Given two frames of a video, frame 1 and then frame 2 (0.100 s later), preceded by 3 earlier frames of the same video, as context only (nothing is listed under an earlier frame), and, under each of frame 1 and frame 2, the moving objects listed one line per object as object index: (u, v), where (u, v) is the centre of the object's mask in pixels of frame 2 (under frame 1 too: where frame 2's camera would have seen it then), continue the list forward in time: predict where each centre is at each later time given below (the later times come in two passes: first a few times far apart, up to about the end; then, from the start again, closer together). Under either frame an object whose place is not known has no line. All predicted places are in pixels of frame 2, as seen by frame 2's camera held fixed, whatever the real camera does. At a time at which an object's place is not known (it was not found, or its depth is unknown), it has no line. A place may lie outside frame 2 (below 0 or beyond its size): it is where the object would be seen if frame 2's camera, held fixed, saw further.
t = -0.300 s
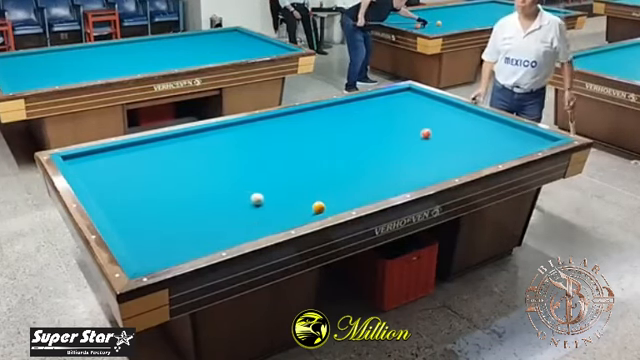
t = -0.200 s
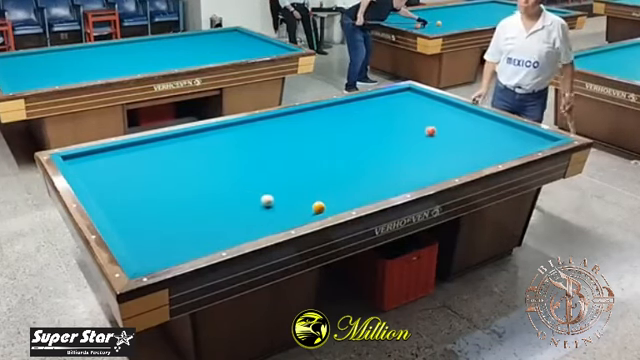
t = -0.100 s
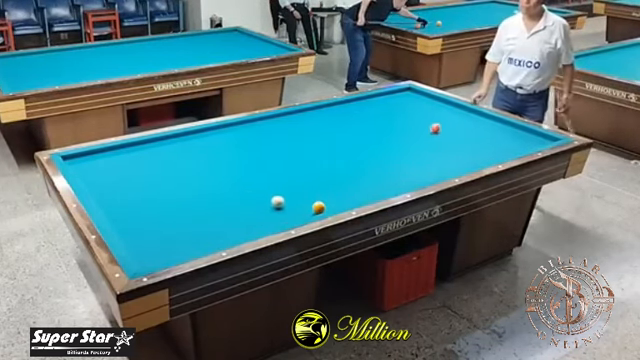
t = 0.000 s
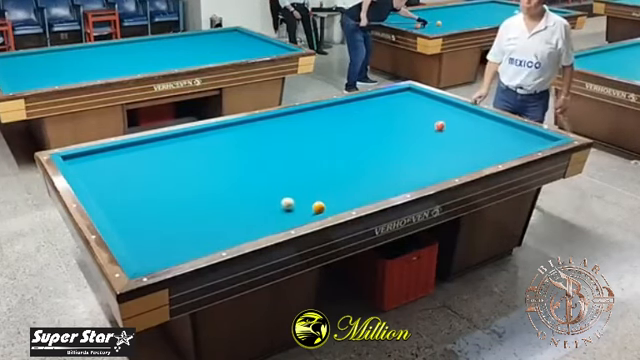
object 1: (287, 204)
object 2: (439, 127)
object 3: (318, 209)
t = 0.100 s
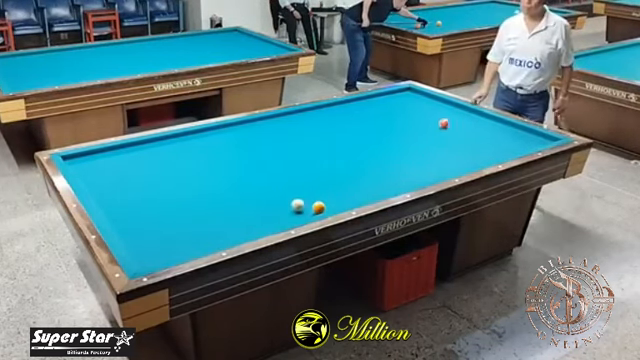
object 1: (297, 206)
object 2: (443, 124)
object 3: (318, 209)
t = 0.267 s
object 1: (307, 207)
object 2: (450, 120)
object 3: (325, 207)
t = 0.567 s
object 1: (315, 209)
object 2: (462, 113)
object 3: (331, 204)
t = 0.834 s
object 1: (321, 209)
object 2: (463, 109)
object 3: (334, 200)
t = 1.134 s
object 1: (325, 207)
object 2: (447, 109)
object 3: (336, 195)
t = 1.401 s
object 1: (327, 206)
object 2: (433, 109)
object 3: (338, 191)
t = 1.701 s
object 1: (330, 204)
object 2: (417, 108)
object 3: (340, 188)
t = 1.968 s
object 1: (332, 203)
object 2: (405, 109)
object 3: (342, 185)
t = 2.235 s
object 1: (333, 203)
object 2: (392, 108)
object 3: (343, 182)
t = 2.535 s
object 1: (334, 201)
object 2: (380, 108)
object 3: (345, 179)
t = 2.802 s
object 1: (335, 200)
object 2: (369, 108)
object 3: (346, 177)
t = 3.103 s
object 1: (336, 200)
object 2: (357, 107)
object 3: (347, 175)
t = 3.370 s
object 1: (336, 200)
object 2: (347, 107)
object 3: (348, 173)
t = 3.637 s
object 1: (336, 199)
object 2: (337, 107)
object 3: (349, 172)
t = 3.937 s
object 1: (335, 199)
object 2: (327, 106)
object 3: (349, 170)
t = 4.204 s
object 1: (335, 199)
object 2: (322, 107)
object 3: (350, 169)
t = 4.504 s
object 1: (336, 199)
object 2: (319, 109)
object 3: (351, 169)
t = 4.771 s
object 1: (335, 199)
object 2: (317, 110)
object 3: (351, 168)
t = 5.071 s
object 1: (335, 199)
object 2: (315, 111)
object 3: (351, 168)
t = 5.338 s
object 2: (313, 112)
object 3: (351, 168)
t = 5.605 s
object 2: (312, 114)
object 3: (352, 169)
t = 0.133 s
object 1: (300, 206)
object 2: (444, 123)
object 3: (318, 207)
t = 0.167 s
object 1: (304, 207)
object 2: (446, 122)
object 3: (318, 207)
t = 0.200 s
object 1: (306, 207)
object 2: (448, 121)
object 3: (320, 207)
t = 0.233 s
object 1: (306, 207)
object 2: (449, 121)
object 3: (322, 207)
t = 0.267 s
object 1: (307, 207)
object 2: (450, 120)
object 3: (325, 207)
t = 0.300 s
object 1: (308, 208)
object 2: (452, 119)
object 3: (327, 207)
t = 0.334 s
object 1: (309, 208)
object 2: (453, 118)
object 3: (329, 206)
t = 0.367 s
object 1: (310, 208)
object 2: (454, 117)
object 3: (329, 206)
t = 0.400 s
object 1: (311, 208)
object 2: (456, 117)
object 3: (329, 206)
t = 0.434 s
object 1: (312, 208)
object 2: (457, 116)
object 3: (330, 205)
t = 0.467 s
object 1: (312, 208)
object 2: (458, 115)
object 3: (330, 205)
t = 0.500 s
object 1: (313, 208)
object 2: (459, 115)
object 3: (331, 204)
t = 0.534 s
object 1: (314, 208)
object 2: (461, 114)
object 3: (331, 204)
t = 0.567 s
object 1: (315, 209)
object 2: (462, 113)
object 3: (331, 204)
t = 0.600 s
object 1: (316, 209)
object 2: (463, 112)
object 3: (331, 203)
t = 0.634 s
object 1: (316, 208)
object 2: (465, 111)
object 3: (332, 203)
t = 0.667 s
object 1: (317, 209)
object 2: (467, 111)
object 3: (332, 202)
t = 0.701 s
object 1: (318, 209)
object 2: (467, 110)
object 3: (332, 202)
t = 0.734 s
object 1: (319, 209)
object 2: (468, 109)
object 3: (333, 202)
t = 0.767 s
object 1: (320, 209)
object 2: (467, 110)
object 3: (333, 201)
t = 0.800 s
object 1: (320, 209)
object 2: (465, 109)
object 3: (333, 201)
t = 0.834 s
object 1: (321, 209)
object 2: (463, 109)
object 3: (334, 200)
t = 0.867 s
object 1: (322, 209)
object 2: (461, 109)
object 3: (334, 200)
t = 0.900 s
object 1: (322, 209)
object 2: (459, 109)
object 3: (334, 199)
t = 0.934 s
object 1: (323, 208)
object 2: (457, 109)
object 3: (335, 198)
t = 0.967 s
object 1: (323, 208)
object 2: (455, 109)
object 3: (335, 198)
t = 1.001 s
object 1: (323, 208)
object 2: (454, 109)
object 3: (335, 197)
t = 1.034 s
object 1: (324, 208)
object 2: (452, 109)
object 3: (336, 197)
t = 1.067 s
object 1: (325, 208)
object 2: (450, 109)
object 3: (336, 196)
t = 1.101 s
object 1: (325, 208)
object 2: (449, 109)
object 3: (336, 196)
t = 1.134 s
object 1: (325, 207)
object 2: (447, 109)
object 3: (336, 195)
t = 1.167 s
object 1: (325, 207)
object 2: (445, 109)
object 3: (337, 194)
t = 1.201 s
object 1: (326, 207)
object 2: (443, 109)
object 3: (337, 194)
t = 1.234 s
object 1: (326, 207)
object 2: (441, 109)
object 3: (337, 194)
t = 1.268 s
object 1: (327, 206)
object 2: (440, 109)
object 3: (337, 193)
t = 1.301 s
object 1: (327, 206)
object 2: (438, 109)
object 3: (338, 193)
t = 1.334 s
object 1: (327, 206)
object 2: (436, 109)
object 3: (338, 192)
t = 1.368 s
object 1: (327, 206)
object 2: (434, 109)
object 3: (338, 192)
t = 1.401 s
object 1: (327, 206)
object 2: (433, 109)
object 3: (338, 191)
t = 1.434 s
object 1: (328, 205)
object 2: (431, 108)
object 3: (339, 191)
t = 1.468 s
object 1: (328, 205)
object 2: (429, 109)
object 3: (339, 190)
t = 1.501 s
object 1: (329, 205)
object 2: (427, 109)
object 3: (339, 190)
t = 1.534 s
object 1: (329, 205)
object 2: (426, 109)
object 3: (339, 190)
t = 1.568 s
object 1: (329, 205)
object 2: (424, 109)
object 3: (339, 189)
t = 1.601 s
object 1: (329, 205)
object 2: (423, 109)
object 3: (340, 189)
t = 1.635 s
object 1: (330, 205)
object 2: (421, 109)
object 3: (340, 188)
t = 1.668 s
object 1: (330, 205)
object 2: (419, 109)
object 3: (340, 188)
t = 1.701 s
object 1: (330, 204)
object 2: (417, 108)
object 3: (340, 188)
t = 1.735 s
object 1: (330, 204)
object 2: (416, 108)
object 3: (340, 187)
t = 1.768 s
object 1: (330, 204)
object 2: (414, 108)
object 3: (341, 187)
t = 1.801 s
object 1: (330, 204)
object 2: (412, 108)
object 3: (341, 187)
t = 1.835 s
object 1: (331, 204)
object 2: (411, 108)
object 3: (341, 186)
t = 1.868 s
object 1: (331, 204)
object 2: (410, 109)
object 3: (341, 186)
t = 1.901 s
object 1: (331, 204)
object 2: (408, 108)
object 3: (342, 185)
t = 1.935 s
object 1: (331, 203)
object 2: (407, 108)
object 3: (342, 185)
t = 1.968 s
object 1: (332, 203)
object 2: (405, 109)
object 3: (342, 185)
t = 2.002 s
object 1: (332, 203)
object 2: (403, 108)
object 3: (342, 184)
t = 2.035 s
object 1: (332, 203)
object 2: (402, 108)
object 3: (342, 184)
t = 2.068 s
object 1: (332, 203)
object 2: (400, 108)
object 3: (342, 183)
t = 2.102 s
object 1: (332, 203)
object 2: (399, 108)
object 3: (343, 183)
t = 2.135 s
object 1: (332, 203)
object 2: (397, 108)
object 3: (343, 183)
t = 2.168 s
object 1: (332, 203)
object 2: (396, 108)
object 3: (343, 183)
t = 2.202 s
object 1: (333, 202)
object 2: (394, 108)
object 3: (343, 182)
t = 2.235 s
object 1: (333, 203)
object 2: (392, 108)
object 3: (343, 182)
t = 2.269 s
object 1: (333, 202)
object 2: (391, 108)
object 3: (344, 182)
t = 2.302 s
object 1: (333, 202)
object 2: (390, 108)
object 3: (344, 181)
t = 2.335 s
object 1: (333, 202)
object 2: (388, 108)
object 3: (344, 181)
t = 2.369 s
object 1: (333, 202)
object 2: (387, 108)
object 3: (344, 181)
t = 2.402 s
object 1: (334, 201)
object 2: (385, 108)
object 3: (344, 180)
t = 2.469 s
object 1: (334, 201)
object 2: (382, 108)
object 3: (345, 180)
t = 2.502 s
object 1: (334, 201)
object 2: (381, 108)
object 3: (345, 179)
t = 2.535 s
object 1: (334, 201)
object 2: (380, 108)
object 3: (345, 179)
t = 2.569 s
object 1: (335, 201)
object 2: (379, 108)
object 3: (345, 179)
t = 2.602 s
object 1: (334, 201)
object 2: (377, 108)
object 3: (345, 178)
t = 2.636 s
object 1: (335, 201)
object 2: (375, 108)
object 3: (345, 178)
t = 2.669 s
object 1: (335, 201)
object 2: (374, 108)
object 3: (345, 178)
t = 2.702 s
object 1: (335, 201)
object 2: (373, 108)
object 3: (346, 177)
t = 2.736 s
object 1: (335, 200)
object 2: (371, 108)
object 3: (346, 177)
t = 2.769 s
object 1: (335, 200)
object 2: (370, 108)
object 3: (346, 177)
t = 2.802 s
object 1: (335, 200)
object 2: (369, 108)
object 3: (346, 177)
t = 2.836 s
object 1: (335, 200)
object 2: (367, 108)
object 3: (346, 177)
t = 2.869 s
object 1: (335, 200)
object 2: (366, 108)
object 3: (346, 176)
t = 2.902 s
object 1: (335, 200)
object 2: (364, 108)
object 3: (346, 176)
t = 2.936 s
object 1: (335, 200)
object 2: (363, 107)
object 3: (346, 176)
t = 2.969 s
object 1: (336, 200)
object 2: (362, 108)
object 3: (346, 176)
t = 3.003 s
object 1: (335, 200)
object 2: (360, 107)
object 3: (346, 175)
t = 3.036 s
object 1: (335, 200)
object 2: (359, 107)
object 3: (346, 175)
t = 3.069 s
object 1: (336, 200)
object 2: (358, 107)
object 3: (347, 175)
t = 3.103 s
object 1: (336, 200)
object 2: (357, 107)
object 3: (347, 175)
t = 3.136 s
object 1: (336, 200)
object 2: (356, 108)
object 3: (347, 175)
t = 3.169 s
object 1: (336, 200)
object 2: (354, 107)
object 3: (347, 174)
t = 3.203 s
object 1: (336, 200)
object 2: (353, 107)
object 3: (347, 174)
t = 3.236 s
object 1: (335, 200)
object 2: (351, 107)
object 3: (347, 174)
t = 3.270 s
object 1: (336, 200)
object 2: (350, 107)
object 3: (347, 174)
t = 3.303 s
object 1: (336, 200)
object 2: (349, 107)
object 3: (348, 174)
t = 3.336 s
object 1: (336, 200)
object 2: (348, 107)
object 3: (348, 173)
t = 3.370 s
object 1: (336, 200)
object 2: (347, 107)
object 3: (348, 173)
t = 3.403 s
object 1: (336, 200)
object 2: (345, 107)
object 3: (348, 173)
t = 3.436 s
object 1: (336, 200)
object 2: (344, 107)
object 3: (348, 173)
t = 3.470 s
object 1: (336, 199)
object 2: (343, 107)
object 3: (348, 173)
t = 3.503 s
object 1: (336, 199)
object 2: (342, 107)
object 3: (348, 172)
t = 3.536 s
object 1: (336, 199)
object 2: (341, 106)
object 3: (348, 172)
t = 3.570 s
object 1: (336, 199)
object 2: (339, 107)
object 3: (348, 172)
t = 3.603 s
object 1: (336, 199)
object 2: (338, 107)
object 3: (348, 172)
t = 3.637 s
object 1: (336, 199)
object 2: (337, 107)
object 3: (349, 172)
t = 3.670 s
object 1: (336, 199)
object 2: (336, 107)
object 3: (348, 172)
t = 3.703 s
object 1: (336, 199)
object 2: (335, 107)
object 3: (349, 171)
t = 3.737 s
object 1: (336, 199)
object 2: (334, 107)
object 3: (349, 171)
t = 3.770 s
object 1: (336, 199)
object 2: (332, 107)
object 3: (349, 171)
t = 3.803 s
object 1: (336, 199)
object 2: (331, 106)
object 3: (349, 171)
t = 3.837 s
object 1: (335, 199)
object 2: (330, 106)
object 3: (349, 170)
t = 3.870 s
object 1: (335, 199)
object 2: (329, 106)
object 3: (349, 171)
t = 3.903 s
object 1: (335, 199)
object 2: (328, 106)
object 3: (349, 170)
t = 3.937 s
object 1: (335, 199)
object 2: (327, 106)
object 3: (349, 170)
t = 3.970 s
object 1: (336, 199)
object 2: (326, 106)
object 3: (349, 170)
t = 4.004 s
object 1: (335, 199)
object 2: (324, 106)
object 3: (349, 170)
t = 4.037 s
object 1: (335, 199)
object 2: (324, 106)
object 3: (349, 170)
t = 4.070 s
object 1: (335, 199)
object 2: (323, 106)
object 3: (350, 170)
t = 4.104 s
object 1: (335, 199)
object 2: (323, 106)
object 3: (350, 170)
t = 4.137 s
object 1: (335, 199)
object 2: (323, 106)
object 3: (350, 169)
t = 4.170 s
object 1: (335, 199)
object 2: (322, 106)
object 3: (350, 169)
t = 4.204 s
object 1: (335, 199)
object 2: (322, 107)
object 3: (350, 169)
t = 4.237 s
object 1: (335, 199)
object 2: (322, 107)
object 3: (350, 169)
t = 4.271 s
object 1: (335, 199)
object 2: (321, 107)
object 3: (350, 169)
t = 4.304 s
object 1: (335, 199)
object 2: (321, 107)
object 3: (350, 169)
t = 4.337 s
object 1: (336, 199)
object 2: (321, 108)
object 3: (350, 169)
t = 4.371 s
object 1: (335, 199)
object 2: (320, 108)
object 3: (350, 169)
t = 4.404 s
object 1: (335, 199)
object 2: (320, 108)
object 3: (350, 169)
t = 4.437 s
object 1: (335, 199)
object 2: (320, 108)
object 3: (350, 169)
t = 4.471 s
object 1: (336, 199)
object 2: (319, 108)
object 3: (350, 169)
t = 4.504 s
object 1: (336, 199)
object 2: (319, 109)
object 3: (351, 169)
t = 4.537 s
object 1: (335, 199)
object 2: (319, 109)
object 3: (351, 169)
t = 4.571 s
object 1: (336, 199)
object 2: (318, 109)
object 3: (351, 169)
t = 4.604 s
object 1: (335, 199)
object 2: (318, 109)
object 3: (351, 169)
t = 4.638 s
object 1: (336, 199)
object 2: (318, 109)
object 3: (351, 169)
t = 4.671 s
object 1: (336, 199)
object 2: (318, 109)
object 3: (351, 169)
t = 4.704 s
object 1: (335, 199)
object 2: (317, 109)
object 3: (351, 169)
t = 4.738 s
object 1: (335, 199)
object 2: (317, 110)
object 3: (351, 169)
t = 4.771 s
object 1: (335, 199)
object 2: (317, 110)
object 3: (351, 168)
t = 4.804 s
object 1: (335, 199)
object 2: (316, 110)
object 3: (351, 168)
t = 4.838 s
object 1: (335, 199)
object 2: (316, 110)
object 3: (351, 169)
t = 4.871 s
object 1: (335, 199)
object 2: (316, 110)
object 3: (351, 169)
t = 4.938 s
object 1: (335, 199)
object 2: (316, 111)
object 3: (351, 168)
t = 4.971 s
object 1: (335, 200)
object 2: (316, 111)
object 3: (351, 169)
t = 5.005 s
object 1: (335, 199)
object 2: (315, 111)
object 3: (351, 169)
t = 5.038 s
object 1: (335, 199)
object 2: (315, 111)
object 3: (351, 168)
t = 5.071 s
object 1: (335, 199)
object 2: (315, 111)
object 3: (351, 168)
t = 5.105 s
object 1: (335, 199)
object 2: (315, 111)
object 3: (351, 169)
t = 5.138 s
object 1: (336, 199)
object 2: (315, 111)
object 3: (351, 169)
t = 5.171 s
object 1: (335, 199)
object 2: (315, 111)
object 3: (352, 169)
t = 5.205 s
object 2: (314, 112)
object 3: (352, 169)
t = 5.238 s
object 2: (314, 112)
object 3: (351, 169)
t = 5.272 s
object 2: (314, 113)
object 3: (351, 169)
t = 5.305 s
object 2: (314, 113)
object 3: (352, 168)
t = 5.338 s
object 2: (313, 112)
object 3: (351, 168)
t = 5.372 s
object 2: (313, 112)
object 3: (351, 168)
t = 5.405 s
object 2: (313, 113)
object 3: (351, 168)
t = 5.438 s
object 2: (313, 113)
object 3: (351, 168)
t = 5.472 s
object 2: (313, 113)
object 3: (351, 168)
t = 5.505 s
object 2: (312, 113)
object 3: (351, 168)
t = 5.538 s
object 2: (312, 113)
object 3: (351, 168)
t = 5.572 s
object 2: (312, 114)
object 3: (352, 169)
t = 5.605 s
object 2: (312, 114)
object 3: (352, 169)
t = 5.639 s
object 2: (311, 113)
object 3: (352, 169)
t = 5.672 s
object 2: (311, 113)
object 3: (352, 169)
